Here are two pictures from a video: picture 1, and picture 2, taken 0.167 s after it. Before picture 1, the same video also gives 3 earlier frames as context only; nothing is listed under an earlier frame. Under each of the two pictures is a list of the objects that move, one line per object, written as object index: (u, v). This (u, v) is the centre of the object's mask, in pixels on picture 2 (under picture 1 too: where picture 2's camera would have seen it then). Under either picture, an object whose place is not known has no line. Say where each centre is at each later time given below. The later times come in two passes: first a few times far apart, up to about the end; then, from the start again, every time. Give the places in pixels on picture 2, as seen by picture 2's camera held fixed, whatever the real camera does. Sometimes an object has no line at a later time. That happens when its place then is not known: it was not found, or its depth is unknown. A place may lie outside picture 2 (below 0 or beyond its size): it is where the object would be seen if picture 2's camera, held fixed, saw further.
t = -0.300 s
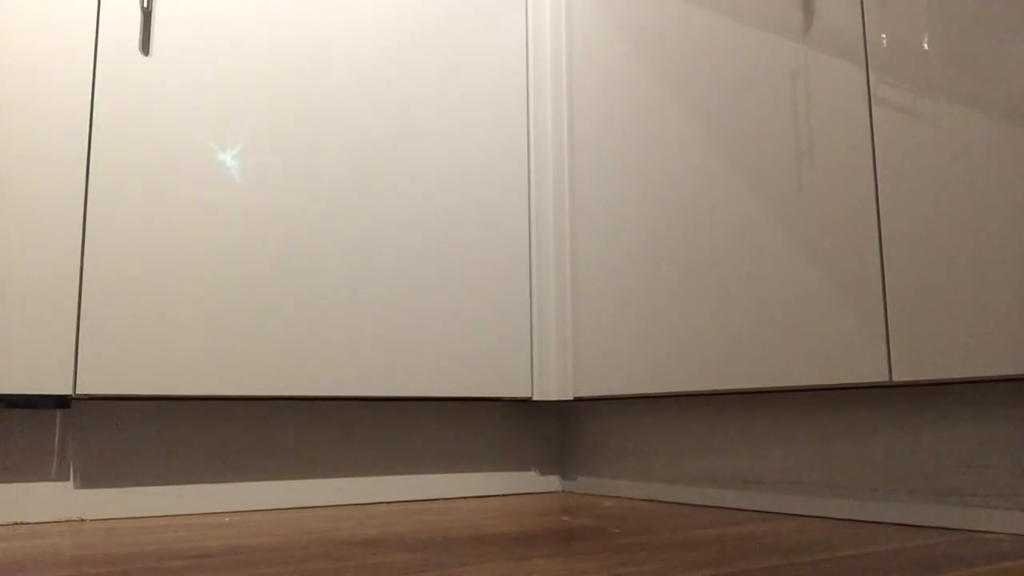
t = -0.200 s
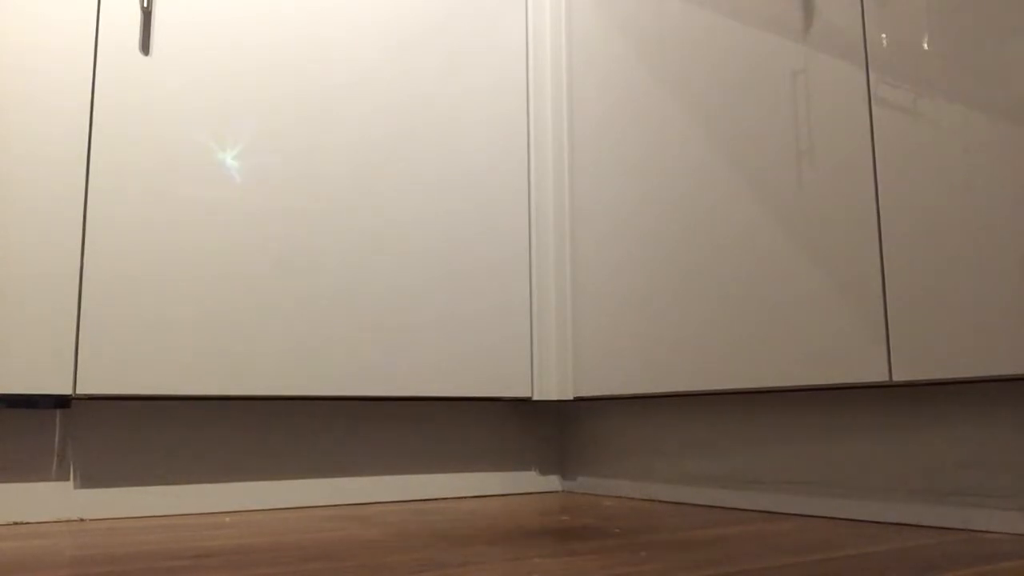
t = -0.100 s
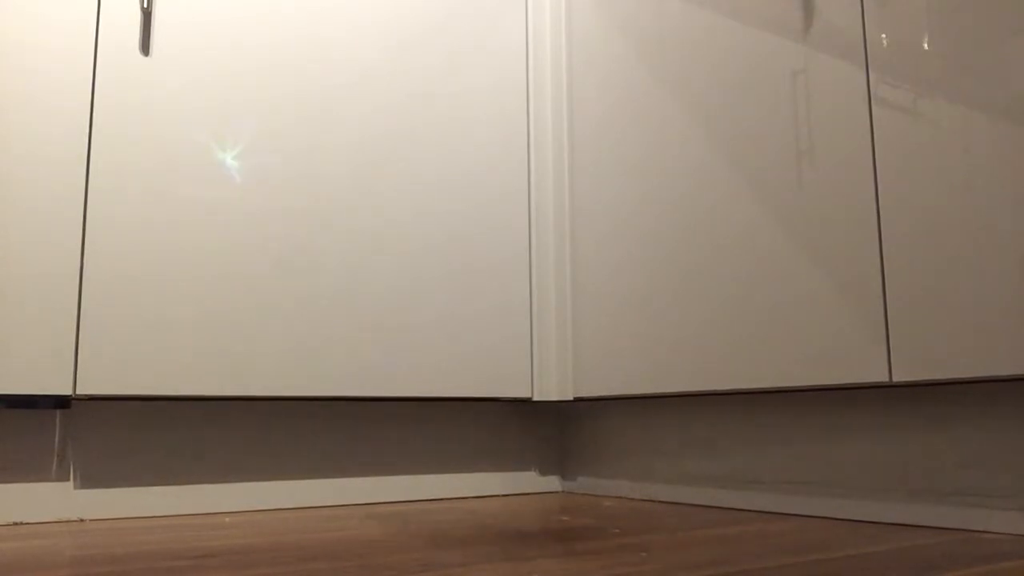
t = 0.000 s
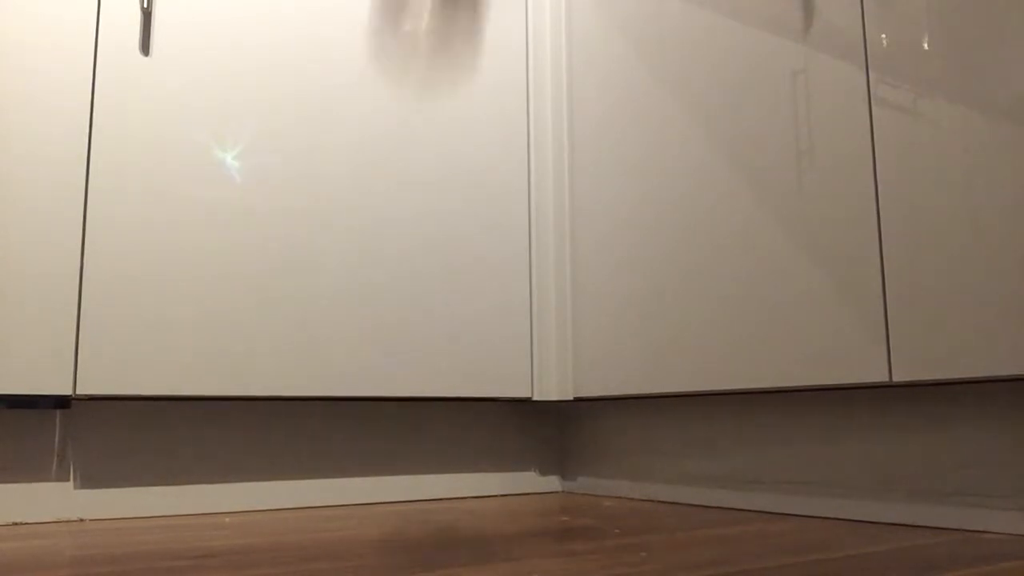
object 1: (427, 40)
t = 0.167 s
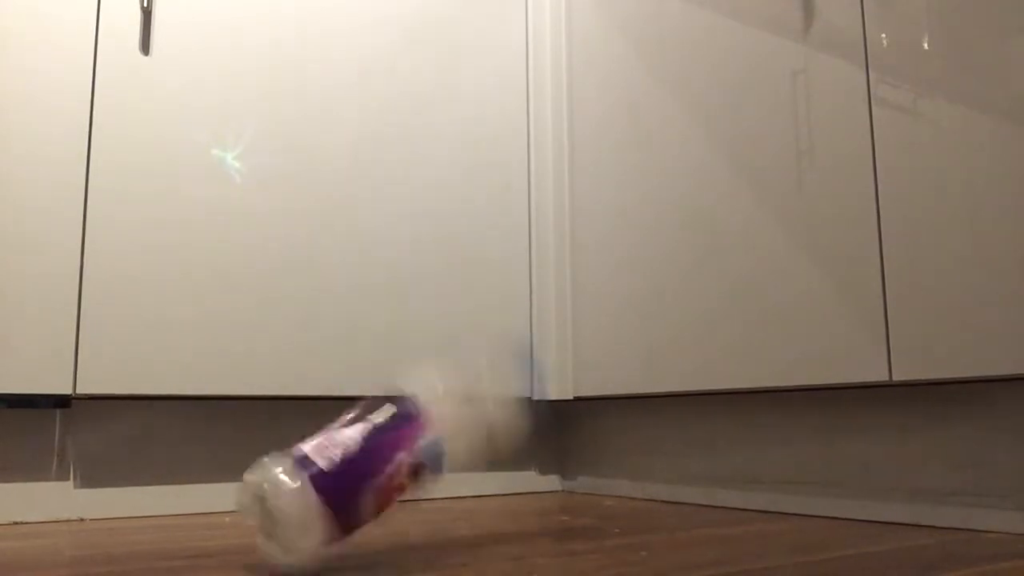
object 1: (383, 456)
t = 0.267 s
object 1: (390, 475)
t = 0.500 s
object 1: (368, 492)
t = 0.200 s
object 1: (392, 493)
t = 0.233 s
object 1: (389, 483)
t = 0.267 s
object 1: (390, 475)
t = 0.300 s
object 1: (397, 479)
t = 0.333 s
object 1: (392, 485)
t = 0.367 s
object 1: (389, 491)
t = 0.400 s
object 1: (384, 496)
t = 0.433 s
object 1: (375, 493)
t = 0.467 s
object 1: (371, 493)
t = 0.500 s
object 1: (368, 492)
